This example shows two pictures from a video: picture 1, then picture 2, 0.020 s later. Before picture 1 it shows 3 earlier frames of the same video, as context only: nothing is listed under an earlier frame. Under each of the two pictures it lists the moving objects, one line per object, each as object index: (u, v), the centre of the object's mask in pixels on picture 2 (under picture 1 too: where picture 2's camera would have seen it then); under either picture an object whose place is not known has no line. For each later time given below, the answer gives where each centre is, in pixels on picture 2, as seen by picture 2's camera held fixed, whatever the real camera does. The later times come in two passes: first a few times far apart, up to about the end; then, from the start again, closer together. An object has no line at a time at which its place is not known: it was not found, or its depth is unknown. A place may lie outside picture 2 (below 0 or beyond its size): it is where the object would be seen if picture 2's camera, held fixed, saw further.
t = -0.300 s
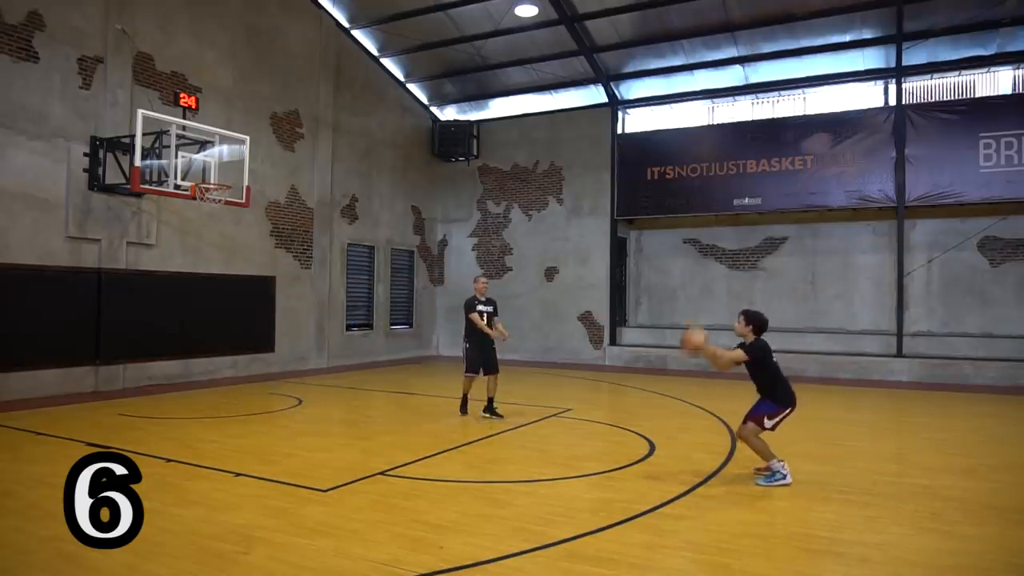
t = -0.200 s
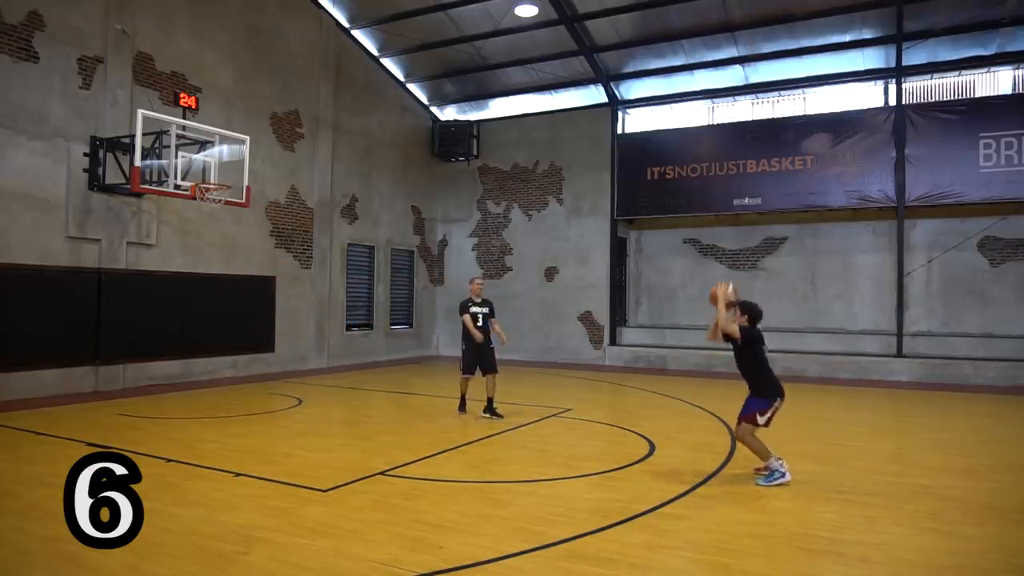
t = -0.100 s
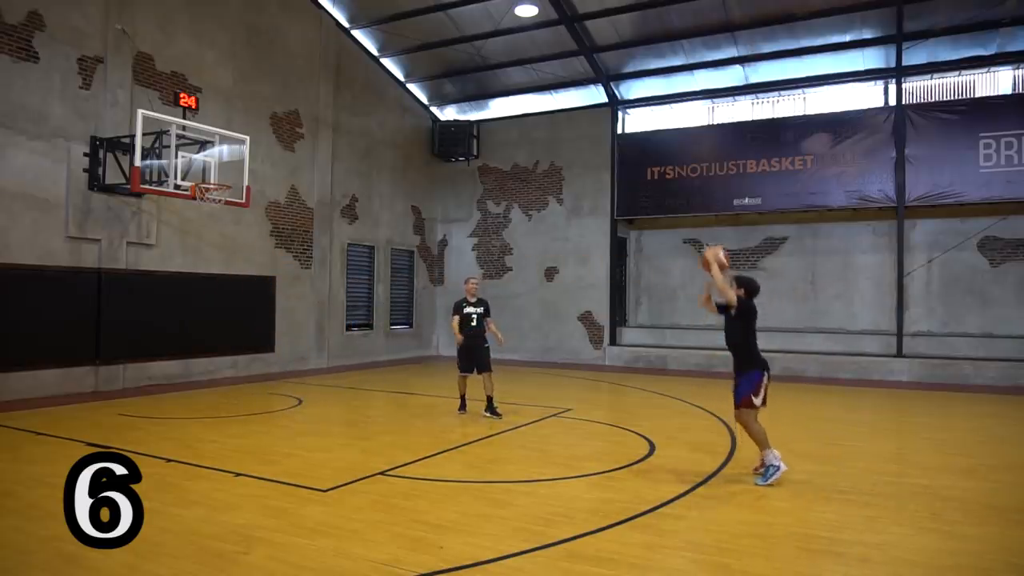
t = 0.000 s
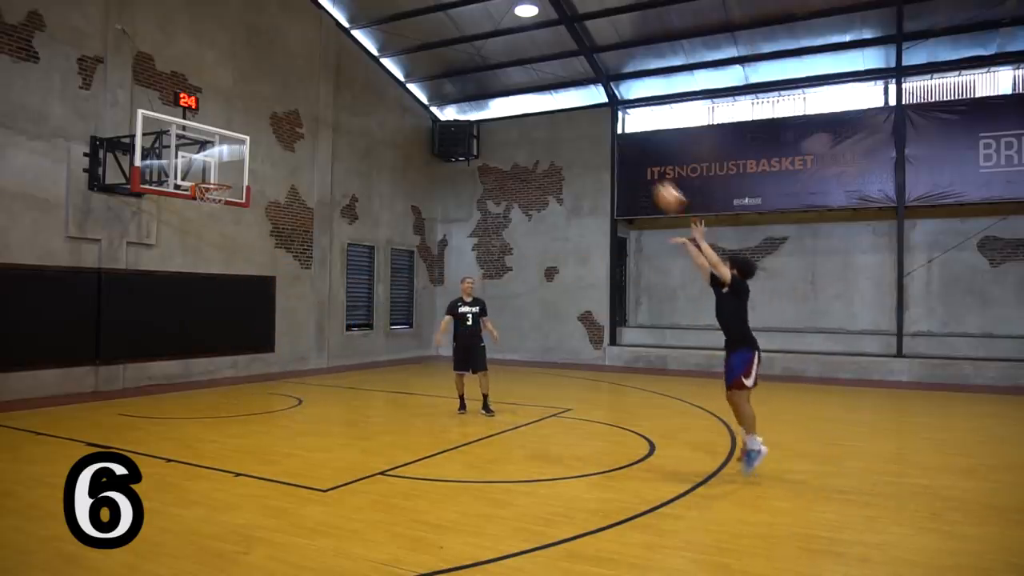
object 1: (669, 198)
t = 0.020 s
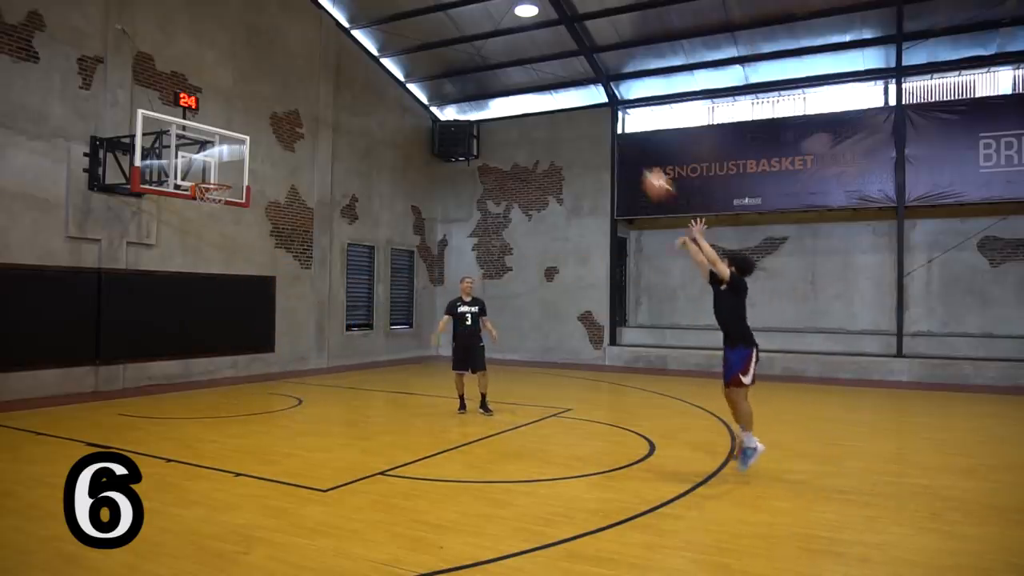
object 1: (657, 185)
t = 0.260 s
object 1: (532, 76)
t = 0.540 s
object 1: (414, 33)
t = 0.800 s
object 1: (324, 52)
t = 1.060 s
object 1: (249, 117)
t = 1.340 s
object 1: (237, 155)
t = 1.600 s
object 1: (318, 116)
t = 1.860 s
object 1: (406, 129)
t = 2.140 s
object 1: (507, 204)
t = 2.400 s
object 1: (611, 343)
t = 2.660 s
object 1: (691, 356)
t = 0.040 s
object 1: (646, 173)
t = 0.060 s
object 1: (633, 161)
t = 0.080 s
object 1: (625, 152)
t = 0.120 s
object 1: (601, 128)
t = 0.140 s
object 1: (591, 120)
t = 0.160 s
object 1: (582, 114)
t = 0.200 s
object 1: (559, 93)
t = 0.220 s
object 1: (550, 87)
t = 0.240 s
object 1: (541, 81)
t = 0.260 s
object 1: (532, 76)
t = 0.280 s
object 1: (523, 70)
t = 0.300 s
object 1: (512, 64)
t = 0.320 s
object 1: (503, 60)
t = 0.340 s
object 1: (496, 56)
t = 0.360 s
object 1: (486, 53)
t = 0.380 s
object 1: (478, 49)
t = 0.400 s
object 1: (470, 45)
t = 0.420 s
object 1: (461, 42)
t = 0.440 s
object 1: (453, 39)
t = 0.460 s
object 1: (445, 38)
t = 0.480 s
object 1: (437, 37)
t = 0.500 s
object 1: (429, 35)
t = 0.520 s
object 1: (422, 33)
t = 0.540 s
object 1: (414, 33)
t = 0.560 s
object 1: (406, 33)
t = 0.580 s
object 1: (398, 33)
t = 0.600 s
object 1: (391, 34)
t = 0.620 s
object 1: (385, 34)
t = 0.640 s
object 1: (378, 34)
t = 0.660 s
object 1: (373, 36)
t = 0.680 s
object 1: (364, 38)
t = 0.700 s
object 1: (356, 40)
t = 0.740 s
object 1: (343, 44)
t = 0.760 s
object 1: (336, 46)
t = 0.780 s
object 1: (330, 50)
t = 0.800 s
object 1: (324, 52)
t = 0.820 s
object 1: (317, 55)
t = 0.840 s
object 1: (311, 60)
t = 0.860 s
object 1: (306, 64)
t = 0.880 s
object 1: (299, 69)
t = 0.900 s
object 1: (293, 73)
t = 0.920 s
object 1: (288, 77)
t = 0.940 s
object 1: (282, 82)
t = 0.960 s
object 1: (276, 87)
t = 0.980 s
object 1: (270, 93)
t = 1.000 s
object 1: (265, 98)
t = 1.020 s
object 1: (259, 104)
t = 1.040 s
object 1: (254, 111)
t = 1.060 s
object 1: (249, 117)
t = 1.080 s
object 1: (244, 123)
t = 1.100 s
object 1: (238, 130)
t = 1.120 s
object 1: (234, 137)
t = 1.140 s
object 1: (228, 146)
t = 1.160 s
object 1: (223, 152)
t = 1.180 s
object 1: (218, 160)
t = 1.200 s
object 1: (211, 168)
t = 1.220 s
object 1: (207, 175)
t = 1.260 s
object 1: (211, 174)
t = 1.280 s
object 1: (220, 170)
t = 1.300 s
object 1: (225, 163)
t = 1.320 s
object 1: (230, 160)
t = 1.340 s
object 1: (237, 155)
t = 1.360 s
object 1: (243, 150)
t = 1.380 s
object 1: (249, 146)
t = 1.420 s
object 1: (262, 138)
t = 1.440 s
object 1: (268, 134)
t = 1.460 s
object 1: (275, 131)
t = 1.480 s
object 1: (280, 127)
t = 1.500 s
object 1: (287, 125)
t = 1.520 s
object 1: (292, 123)
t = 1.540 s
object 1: (298, 121)
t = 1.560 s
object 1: (304, 120)
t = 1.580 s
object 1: (311, 118)
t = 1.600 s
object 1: (318, 116)
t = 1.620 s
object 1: (326, 116)
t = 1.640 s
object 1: (332, 115)
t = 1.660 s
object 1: (338, 115)
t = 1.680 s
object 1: (344, 115)
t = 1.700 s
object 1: (351, 115)
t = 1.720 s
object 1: (358, 116)
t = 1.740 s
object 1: (364, 116)
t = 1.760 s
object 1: (371, 118)
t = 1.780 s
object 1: (378, 119)
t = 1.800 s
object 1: (385, 121)
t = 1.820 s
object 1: (391, 123)
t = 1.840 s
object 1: (399, 126)
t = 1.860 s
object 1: (406, 129)
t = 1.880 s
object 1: (413, 132)
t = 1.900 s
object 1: (420, 135)
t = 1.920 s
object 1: (428, 140)
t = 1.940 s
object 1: (434, 144)
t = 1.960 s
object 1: (441, 149)
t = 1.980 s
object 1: (448, 153)
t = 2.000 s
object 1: (455, 159)
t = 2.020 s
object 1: (463, 164)
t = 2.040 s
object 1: (470, 169)
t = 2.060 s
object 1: (477, 176)
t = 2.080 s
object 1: (484, 183)
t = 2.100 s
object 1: (492, 191)
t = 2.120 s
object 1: (499, 197)
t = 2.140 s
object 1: (507, 204)
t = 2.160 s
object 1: (515, 213)
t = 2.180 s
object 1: (522, 223)
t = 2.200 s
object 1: (530, 233)
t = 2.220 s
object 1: (538, 242)
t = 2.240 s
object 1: (546, 252)
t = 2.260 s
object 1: (554, 261)
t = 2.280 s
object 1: (561, 272)
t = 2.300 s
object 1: (570, 283)
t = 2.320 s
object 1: (577, 294)
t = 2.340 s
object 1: (586, 306)
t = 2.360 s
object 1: (593, 317)
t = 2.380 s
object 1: (602, 332)
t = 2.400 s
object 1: (611, 343)
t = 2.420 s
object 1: (618, 356)
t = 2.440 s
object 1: (628, 369)
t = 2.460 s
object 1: (633, 384)
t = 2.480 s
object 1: (643, 401)
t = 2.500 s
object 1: (652, 417)
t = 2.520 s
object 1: (659, 430)
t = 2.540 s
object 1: (664, 421)
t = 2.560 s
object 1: (668, 410)
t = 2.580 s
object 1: (673, 397)
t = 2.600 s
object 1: (678, 387)
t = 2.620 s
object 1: (683, 376)
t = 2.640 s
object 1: (687, 366)
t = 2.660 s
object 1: (691, 356)
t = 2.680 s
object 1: (695, 346)
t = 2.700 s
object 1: (701, 337)
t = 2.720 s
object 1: (705, 327)
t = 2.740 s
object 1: (711, 319)
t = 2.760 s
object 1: (714, 311)
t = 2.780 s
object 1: (719, 304)
